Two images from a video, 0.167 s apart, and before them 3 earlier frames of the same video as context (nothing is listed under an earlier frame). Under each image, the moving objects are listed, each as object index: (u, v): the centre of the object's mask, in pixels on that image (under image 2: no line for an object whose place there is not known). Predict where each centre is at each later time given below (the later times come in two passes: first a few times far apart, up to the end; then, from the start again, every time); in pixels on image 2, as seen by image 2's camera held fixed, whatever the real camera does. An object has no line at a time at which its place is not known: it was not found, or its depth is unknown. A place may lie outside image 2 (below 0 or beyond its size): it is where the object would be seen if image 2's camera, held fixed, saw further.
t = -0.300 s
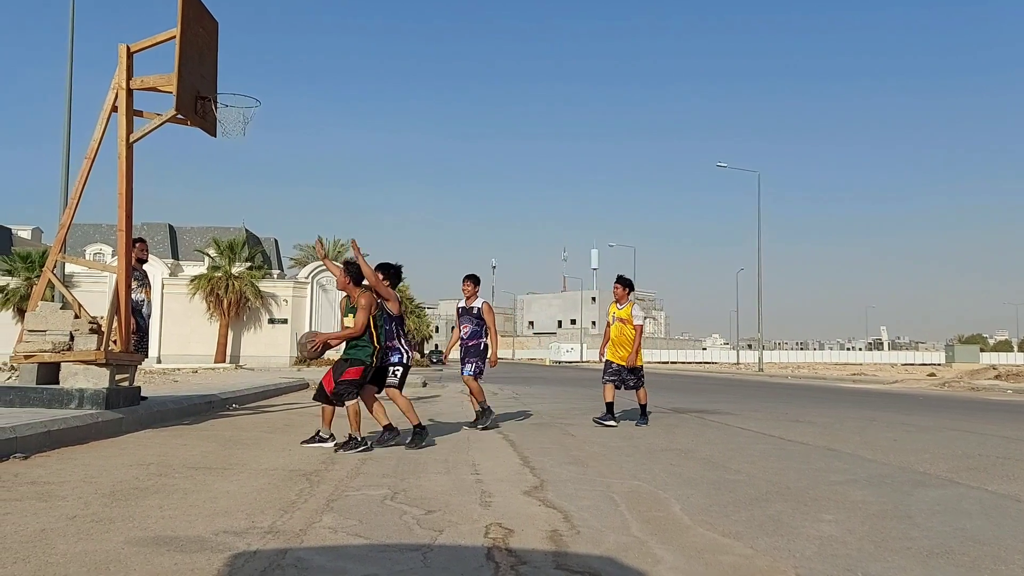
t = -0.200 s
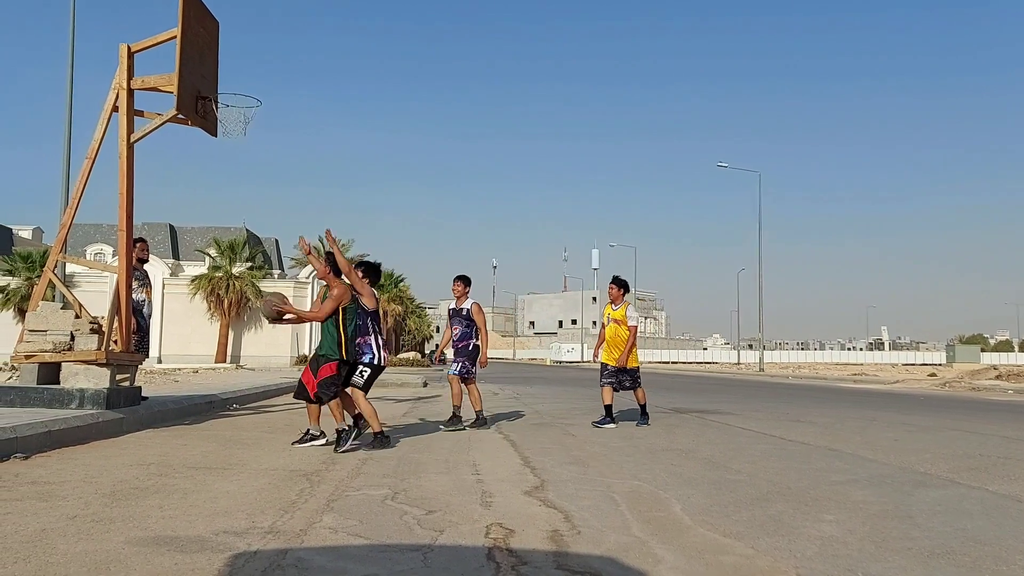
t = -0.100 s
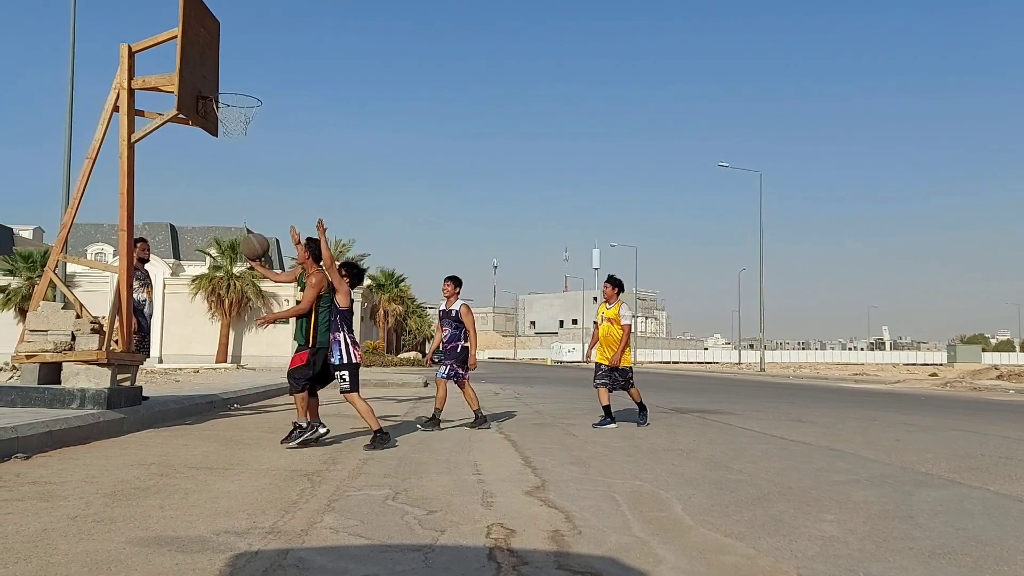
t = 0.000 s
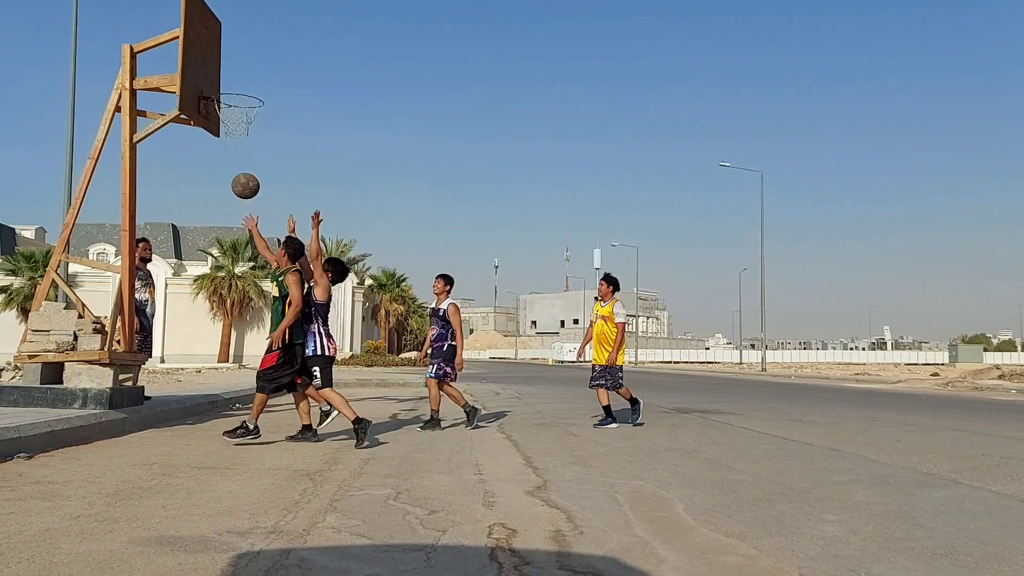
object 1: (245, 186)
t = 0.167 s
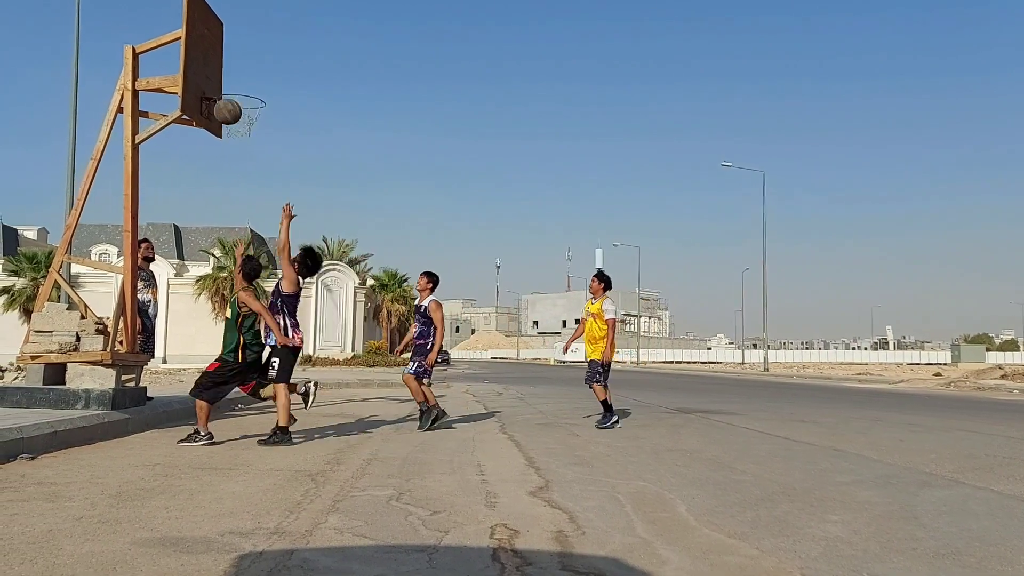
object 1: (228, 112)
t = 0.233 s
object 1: (219, 90)
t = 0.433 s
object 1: (209, 57)
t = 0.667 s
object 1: (241, 79)
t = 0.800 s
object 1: (257, 109)
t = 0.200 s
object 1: (224, 100)
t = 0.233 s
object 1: (219, 90)
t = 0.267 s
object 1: (215, 82)
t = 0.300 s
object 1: (212, 74)
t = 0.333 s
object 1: (207, 67)
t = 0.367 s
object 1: (203, 62)
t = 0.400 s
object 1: (204, 59)
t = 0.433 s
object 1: (209, 57)
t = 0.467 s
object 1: (214, 58)
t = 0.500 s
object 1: (219, 58)
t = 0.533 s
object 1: (223, 60)
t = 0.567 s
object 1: (228, 63)
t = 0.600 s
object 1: (232, 67)
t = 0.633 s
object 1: (236, 73)
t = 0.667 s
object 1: (241, 79)
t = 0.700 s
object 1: (245, 86)
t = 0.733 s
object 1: (249, 94)
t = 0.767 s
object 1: (253, 101)
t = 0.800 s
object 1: (257, 109)
